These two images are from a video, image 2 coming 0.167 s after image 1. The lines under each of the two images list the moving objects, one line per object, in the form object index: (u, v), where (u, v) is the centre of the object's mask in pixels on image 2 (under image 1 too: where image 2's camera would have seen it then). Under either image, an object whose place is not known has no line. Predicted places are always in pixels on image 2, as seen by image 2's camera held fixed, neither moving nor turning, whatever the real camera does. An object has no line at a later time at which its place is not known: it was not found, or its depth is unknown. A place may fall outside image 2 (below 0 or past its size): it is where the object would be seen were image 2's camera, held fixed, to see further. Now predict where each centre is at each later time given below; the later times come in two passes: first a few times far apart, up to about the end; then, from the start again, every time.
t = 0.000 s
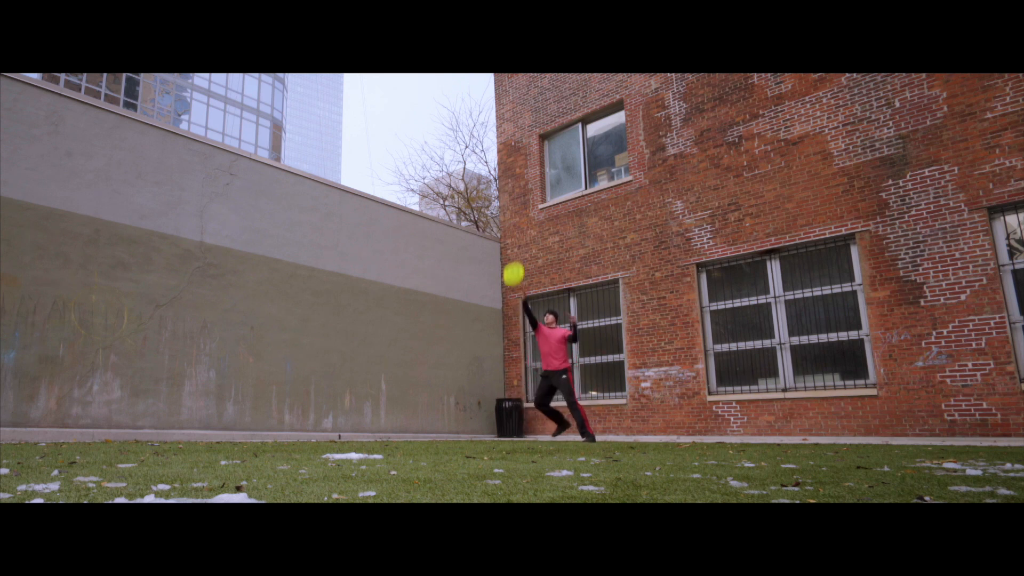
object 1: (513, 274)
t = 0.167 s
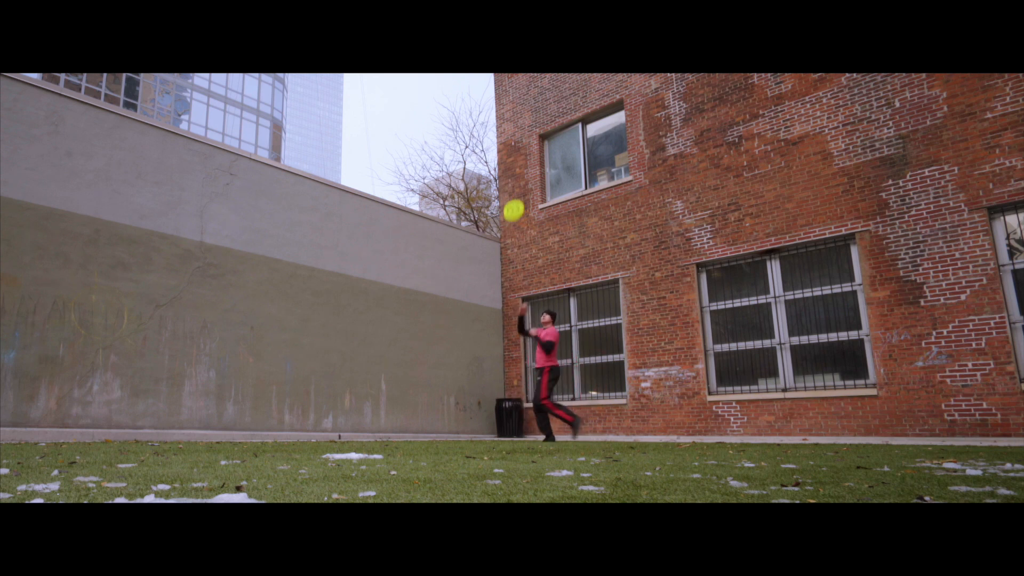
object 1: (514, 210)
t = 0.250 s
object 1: (514, 187)
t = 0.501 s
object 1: (518, 148)
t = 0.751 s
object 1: (521, 150)
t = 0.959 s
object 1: (521, 182)
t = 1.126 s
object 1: (516, 226)
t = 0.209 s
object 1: (514, 198)
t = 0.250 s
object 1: (514, 187)
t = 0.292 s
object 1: (515, 177)
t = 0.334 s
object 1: (515, 169)
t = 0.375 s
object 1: (516, 162)
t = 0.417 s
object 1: (516, 156)
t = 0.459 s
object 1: (517, 151)
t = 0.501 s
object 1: (518, 148)
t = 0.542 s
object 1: (518, 146)
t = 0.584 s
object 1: (519, 144)
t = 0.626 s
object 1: (520, 144)
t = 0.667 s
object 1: (520, 145)
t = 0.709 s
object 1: (521, 147)
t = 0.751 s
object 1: (521, 150)
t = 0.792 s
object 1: (521, 154)
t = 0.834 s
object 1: (522, 160)
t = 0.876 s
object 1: (521, 166)
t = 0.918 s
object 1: (521, 174)
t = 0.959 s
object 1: (521, 182)
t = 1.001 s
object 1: (520, 192)
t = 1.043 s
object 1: (519, 202)
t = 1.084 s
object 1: (518, 214)
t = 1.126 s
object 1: (516, 226)
